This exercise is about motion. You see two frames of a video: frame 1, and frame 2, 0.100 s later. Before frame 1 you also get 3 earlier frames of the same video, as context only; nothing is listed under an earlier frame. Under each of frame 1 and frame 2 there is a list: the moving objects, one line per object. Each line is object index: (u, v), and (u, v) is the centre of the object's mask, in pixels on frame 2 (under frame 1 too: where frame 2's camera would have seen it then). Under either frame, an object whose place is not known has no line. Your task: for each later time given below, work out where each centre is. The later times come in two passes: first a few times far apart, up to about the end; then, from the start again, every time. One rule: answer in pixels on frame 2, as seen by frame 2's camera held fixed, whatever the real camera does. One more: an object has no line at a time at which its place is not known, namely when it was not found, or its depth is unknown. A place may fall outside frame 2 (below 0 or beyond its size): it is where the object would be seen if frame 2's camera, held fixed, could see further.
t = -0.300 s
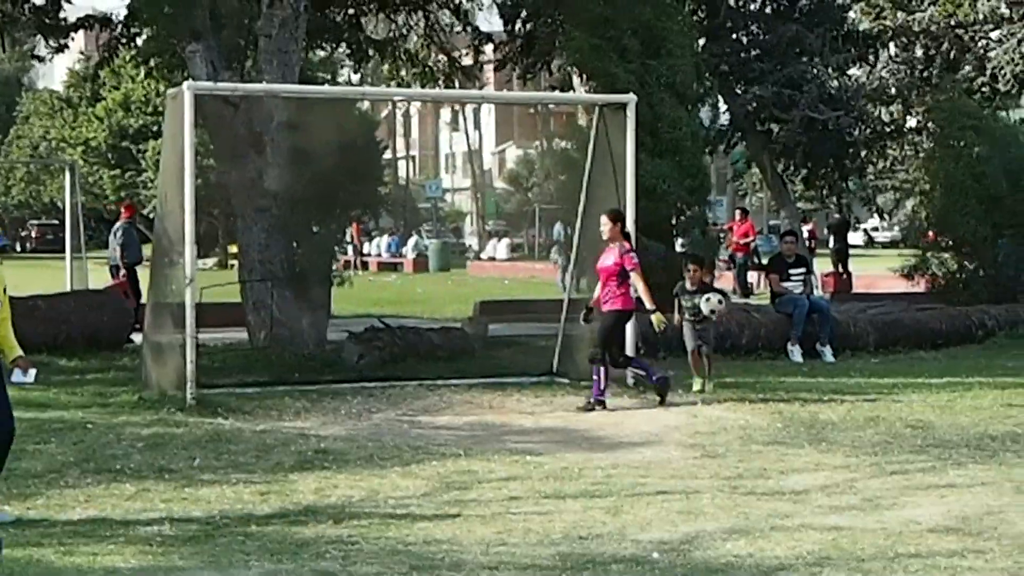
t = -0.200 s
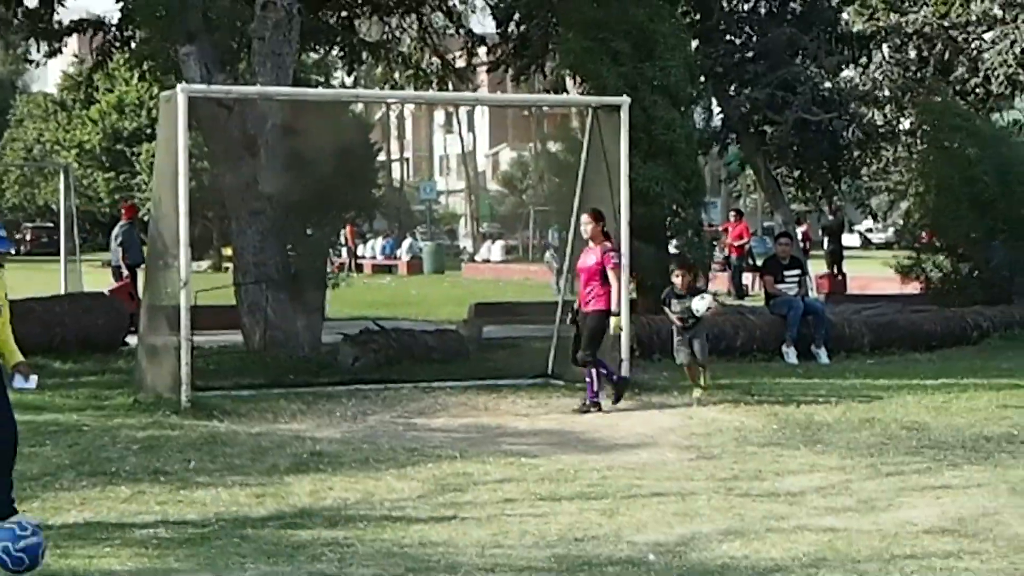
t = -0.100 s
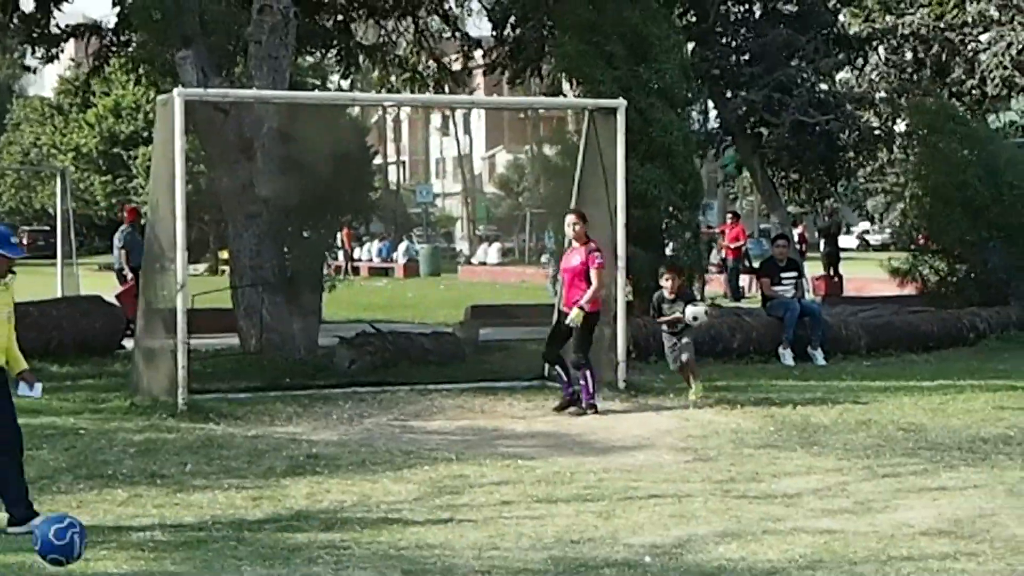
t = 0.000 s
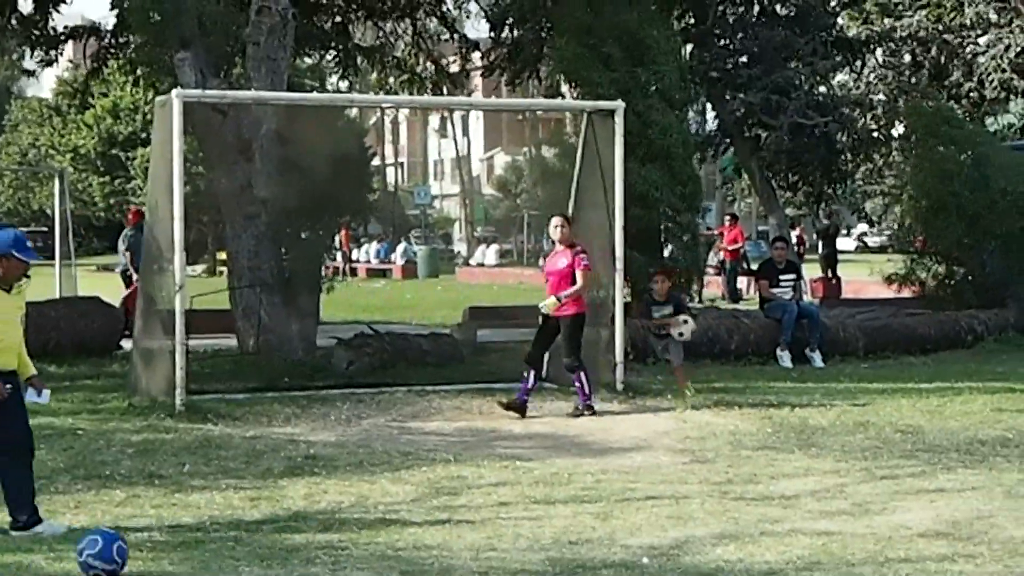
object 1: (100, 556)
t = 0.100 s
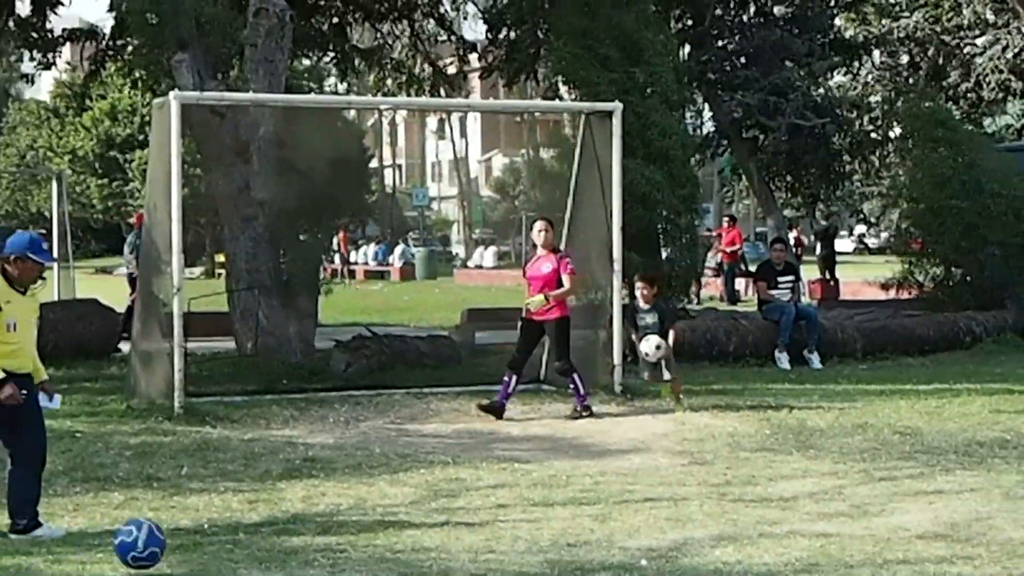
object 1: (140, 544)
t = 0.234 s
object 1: (189, 550)
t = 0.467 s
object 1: (265, 541)
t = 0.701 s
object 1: (331, 534)
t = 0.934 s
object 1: (386, 525)
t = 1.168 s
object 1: (431, 523)
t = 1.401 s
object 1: (470, 517)
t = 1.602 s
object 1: (499, 513)
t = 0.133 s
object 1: (152, 542)
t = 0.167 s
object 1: (164, 543)
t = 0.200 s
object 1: (177, 547)
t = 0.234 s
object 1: (189, 550)
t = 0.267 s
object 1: (200, 545)
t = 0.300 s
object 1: (211, 541)
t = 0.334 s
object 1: (222, 539)
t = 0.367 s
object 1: (233, 540)
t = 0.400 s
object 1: (244, 543)
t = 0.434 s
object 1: (255, 544)
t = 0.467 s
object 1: (265, 541)
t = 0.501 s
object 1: (275, 540)
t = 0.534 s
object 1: (285, 540)
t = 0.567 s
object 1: (294, 538)
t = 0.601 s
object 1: (304, 537)
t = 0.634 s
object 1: (313, 536)
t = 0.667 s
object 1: (322, 535)
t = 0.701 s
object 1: (331, 534)
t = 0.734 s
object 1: (339, 532)
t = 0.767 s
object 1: (349, 530)
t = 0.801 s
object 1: (356, 530)
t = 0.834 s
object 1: (364, 530)
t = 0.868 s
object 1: (372, 530)
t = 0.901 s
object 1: (380, 528)
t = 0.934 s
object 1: (386, 525)
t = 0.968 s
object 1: (393, 525)
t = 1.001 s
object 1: (400, 526)
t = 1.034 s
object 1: (407, 525)
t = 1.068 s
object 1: (413, 524)
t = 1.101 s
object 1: (419, 524)
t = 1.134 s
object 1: (424, 524)
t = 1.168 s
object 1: (431, 523)
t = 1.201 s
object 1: (437, 522)
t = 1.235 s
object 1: (442, 522)
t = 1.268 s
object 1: (448, 520)
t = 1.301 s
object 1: (453, 519)
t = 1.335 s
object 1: (458, 518)
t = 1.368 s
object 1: (464, 518)
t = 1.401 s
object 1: (470, 517)
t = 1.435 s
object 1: (476, 517)
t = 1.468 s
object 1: (480, 517)
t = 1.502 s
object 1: (485, 515)
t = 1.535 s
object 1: (489, 514)
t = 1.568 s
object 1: (494, 513)
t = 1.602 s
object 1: (499, 513)
